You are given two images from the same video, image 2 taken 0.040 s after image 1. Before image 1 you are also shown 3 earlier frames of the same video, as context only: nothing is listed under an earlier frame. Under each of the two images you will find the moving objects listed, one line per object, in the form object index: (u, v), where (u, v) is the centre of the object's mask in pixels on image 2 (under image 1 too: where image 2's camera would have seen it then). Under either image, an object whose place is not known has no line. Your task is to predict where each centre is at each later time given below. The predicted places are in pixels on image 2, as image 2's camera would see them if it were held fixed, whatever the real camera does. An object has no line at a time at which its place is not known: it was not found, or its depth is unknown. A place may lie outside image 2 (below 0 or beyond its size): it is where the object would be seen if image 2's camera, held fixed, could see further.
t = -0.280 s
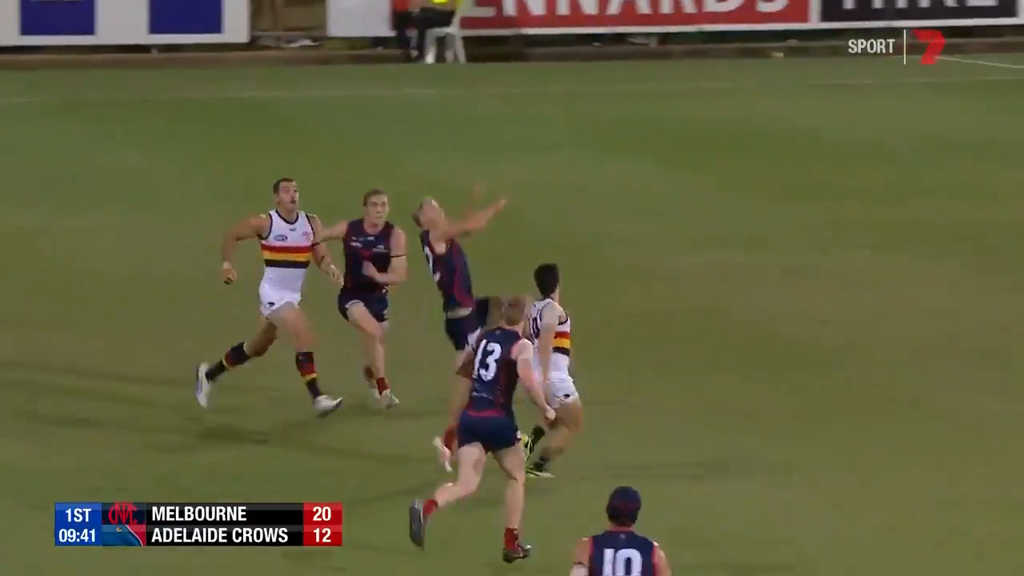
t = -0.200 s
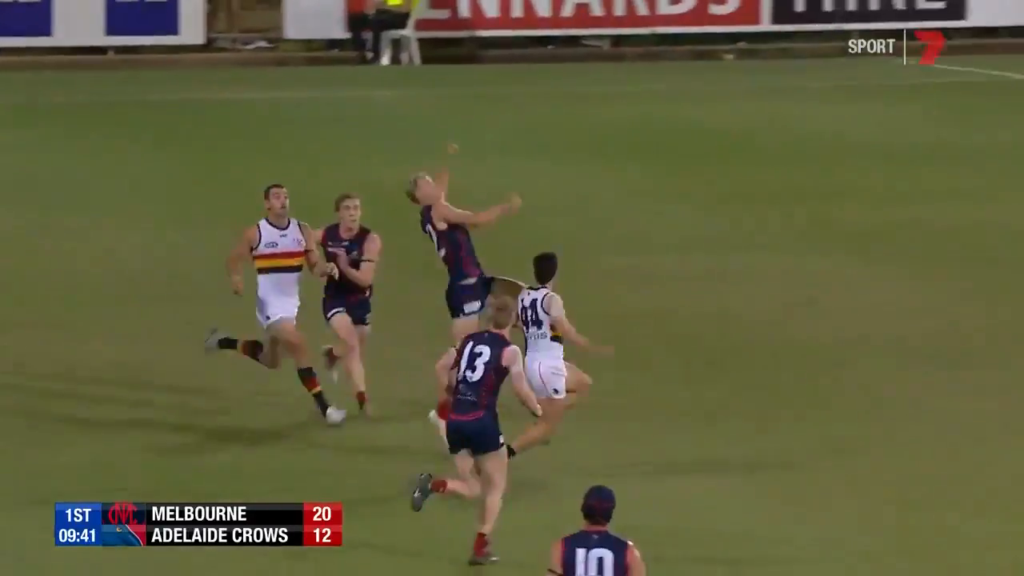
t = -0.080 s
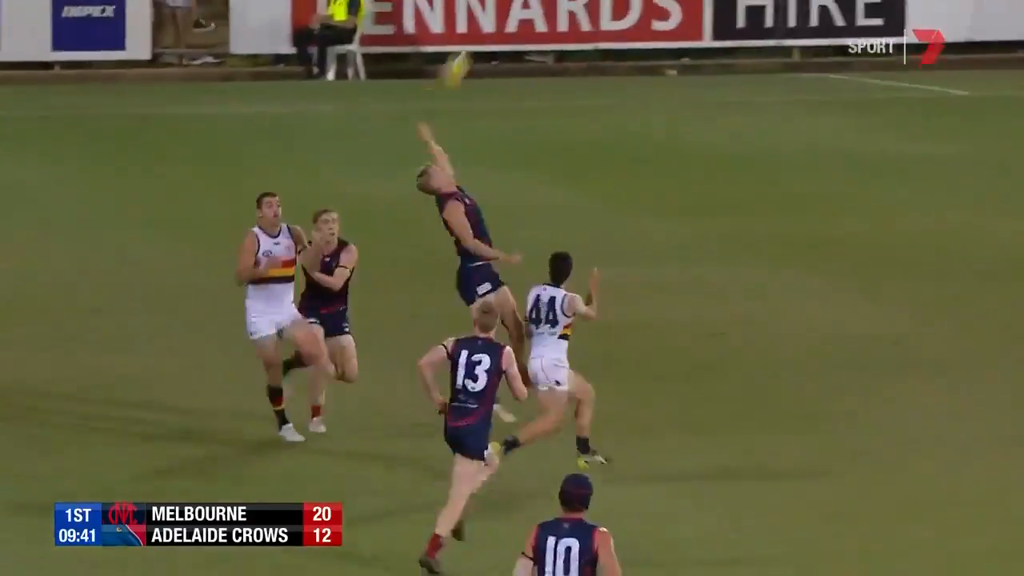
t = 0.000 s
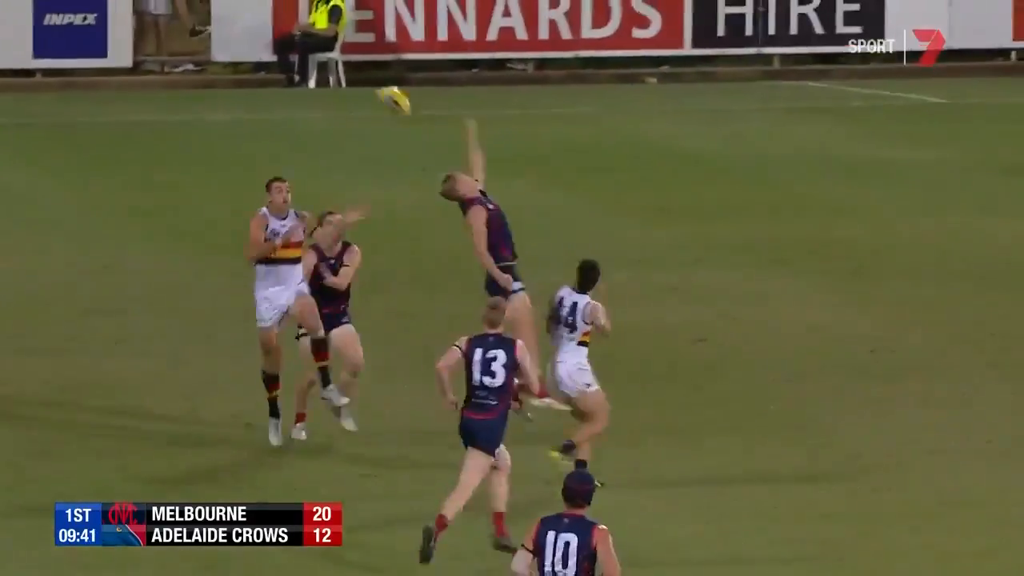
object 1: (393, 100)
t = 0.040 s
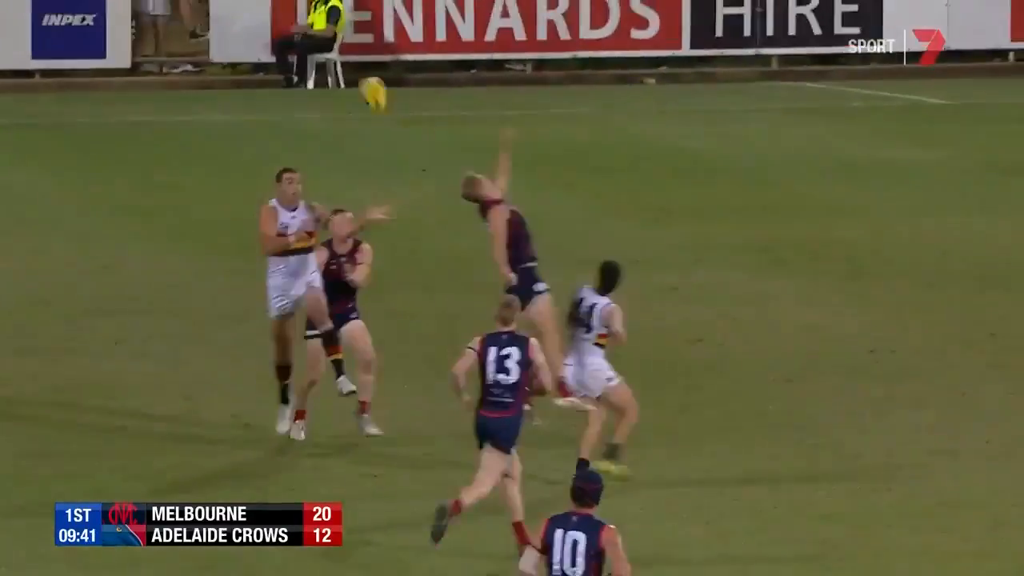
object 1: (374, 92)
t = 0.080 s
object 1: (354, 88)
